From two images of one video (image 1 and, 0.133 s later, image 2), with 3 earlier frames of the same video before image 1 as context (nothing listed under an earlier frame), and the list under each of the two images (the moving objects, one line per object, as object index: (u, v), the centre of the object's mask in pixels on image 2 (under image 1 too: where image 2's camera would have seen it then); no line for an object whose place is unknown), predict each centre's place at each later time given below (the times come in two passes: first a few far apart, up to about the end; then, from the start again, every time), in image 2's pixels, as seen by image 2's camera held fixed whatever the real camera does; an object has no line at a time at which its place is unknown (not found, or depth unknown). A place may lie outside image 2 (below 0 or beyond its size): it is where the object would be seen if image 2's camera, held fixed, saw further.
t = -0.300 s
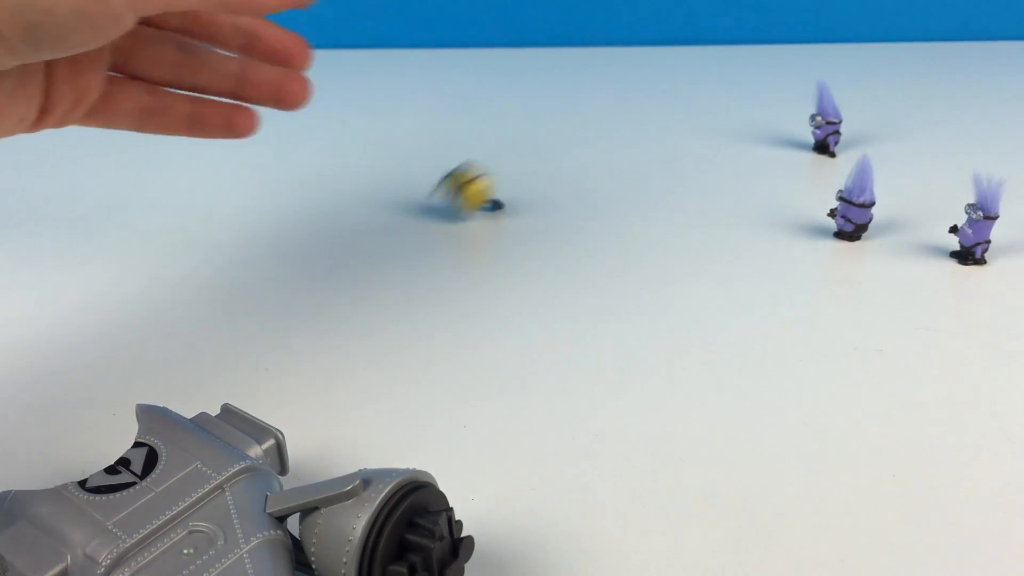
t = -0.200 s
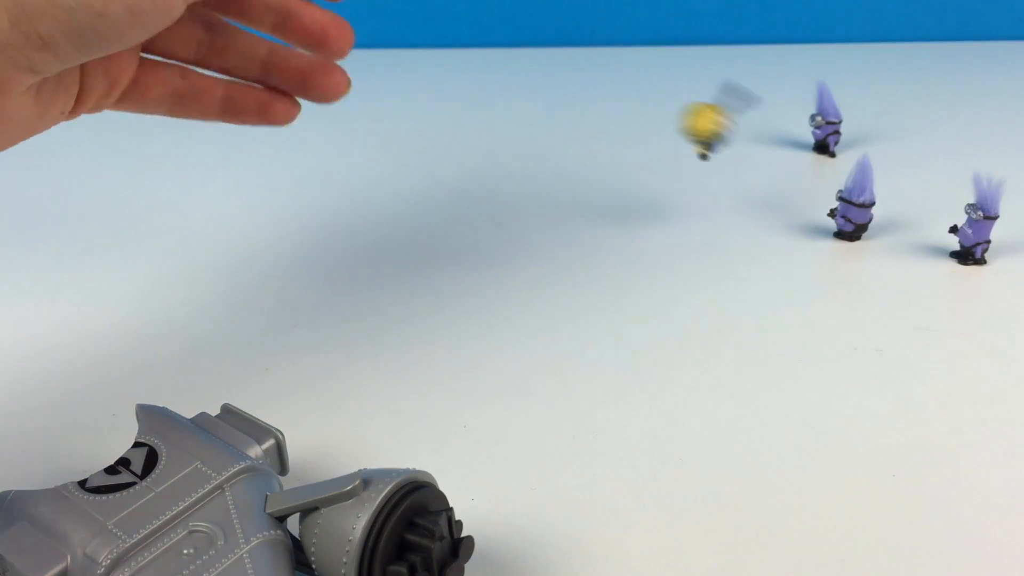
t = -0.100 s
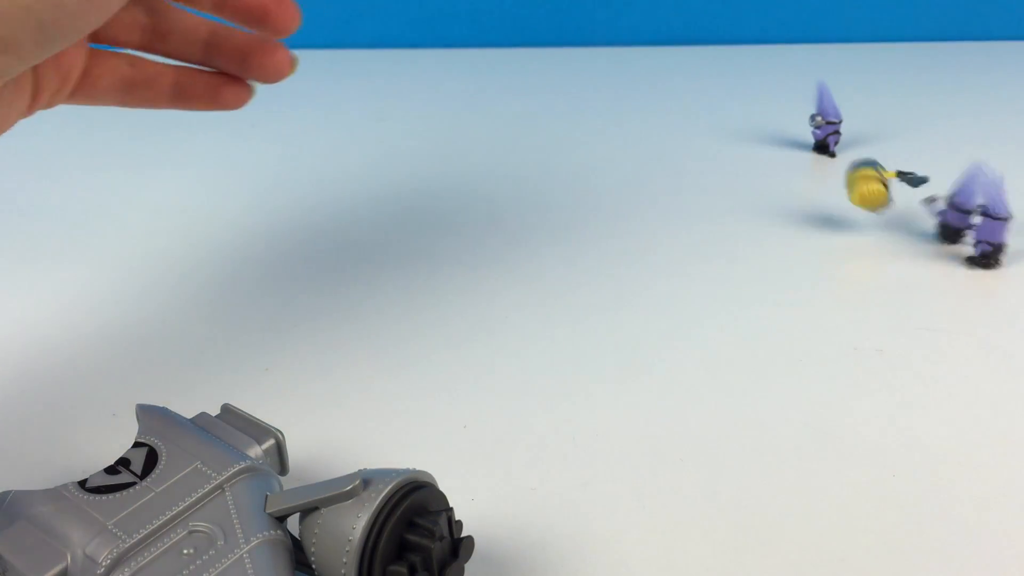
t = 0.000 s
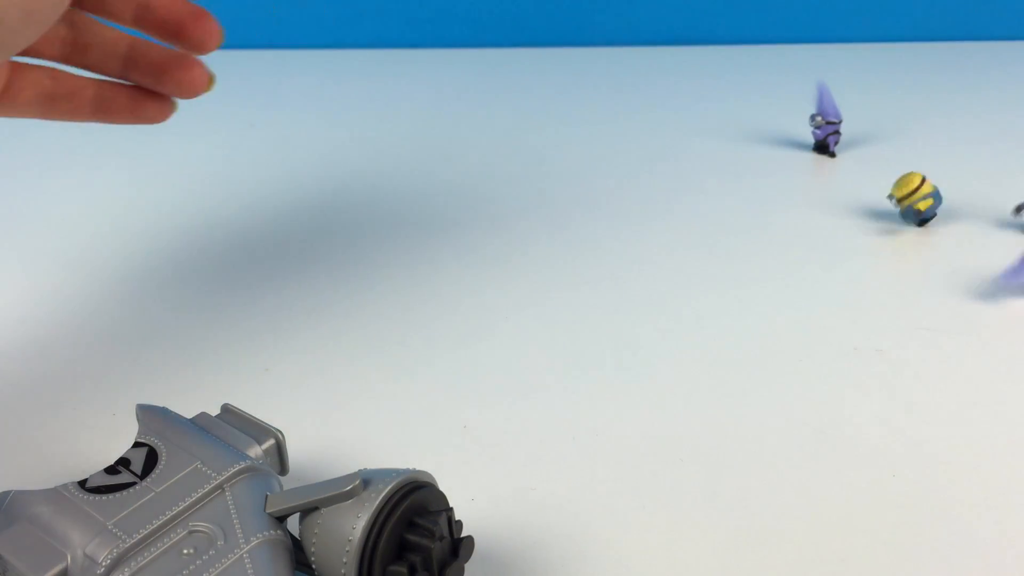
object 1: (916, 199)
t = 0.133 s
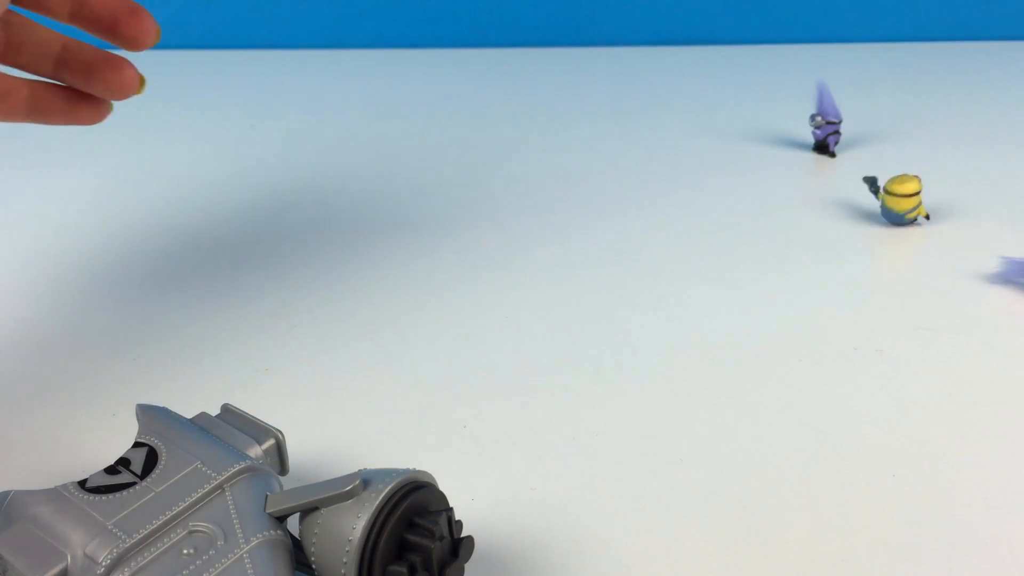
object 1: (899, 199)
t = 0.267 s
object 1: (870, 204)
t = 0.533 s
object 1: (859, 221)
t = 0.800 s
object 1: (856, 224)
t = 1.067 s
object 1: (856, 223)
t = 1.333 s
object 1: (856, 224)
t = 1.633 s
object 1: (856, 223)
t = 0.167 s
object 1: (896, 201)
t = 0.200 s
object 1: (890, 202)
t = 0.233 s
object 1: (881, 203)
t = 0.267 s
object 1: (870, 204)
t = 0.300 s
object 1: (865, 206)
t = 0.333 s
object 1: (862, 210)
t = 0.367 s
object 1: (863, 218)
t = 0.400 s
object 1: (859, 221)
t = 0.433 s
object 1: (856, 224)
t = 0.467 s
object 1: (856, 224)
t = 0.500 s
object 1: (857, 222)
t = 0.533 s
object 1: (859, 221)
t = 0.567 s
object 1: (860, 220)
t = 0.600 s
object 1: (861, 220)
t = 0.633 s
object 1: (860, 221)
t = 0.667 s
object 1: (859, 222)
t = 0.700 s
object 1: (857, 223)
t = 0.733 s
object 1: (856, 224)
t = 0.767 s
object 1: (857, 223)
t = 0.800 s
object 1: (856, 224)
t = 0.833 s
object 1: (856, 224)
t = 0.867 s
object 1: (856, 224)
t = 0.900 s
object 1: (856, 223)
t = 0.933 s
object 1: (856, 223)
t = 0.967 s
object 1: (856, 223)
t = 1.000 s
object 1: (857, 224)
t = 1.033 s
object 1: (856, 223)
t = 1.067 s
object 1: (856, 223)
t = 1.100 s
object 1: (856, 223)
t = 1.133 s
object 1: (856, 223)
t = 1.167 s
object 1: (856, 223)
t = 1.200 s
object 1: (856, 223)
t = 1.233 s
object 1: (856, 224)
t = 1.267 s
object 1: (856, 224)
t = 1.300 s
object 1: (856, 224)
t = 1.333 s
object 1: (856, 224)
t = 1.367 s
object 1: (856, 224)
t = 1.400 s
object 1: (856, 223)
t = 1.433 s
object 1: (856, 224)
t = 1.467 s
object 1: (856, 224)
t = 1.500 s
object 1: (856, 223)
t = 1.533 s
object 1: (856, 224)
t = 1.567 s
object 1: (856, 224)
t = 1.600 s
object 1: (856, 223)
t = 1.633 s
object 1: (856, 223)
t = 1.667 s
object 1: (856, 223)
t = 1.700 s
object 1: (856, 223)
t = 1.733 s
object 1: (856, 224)
